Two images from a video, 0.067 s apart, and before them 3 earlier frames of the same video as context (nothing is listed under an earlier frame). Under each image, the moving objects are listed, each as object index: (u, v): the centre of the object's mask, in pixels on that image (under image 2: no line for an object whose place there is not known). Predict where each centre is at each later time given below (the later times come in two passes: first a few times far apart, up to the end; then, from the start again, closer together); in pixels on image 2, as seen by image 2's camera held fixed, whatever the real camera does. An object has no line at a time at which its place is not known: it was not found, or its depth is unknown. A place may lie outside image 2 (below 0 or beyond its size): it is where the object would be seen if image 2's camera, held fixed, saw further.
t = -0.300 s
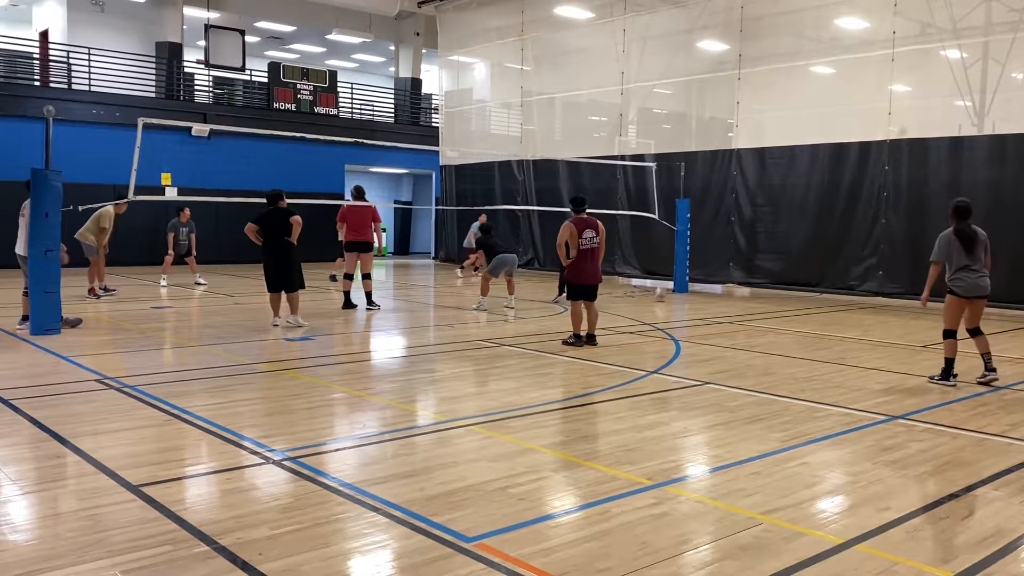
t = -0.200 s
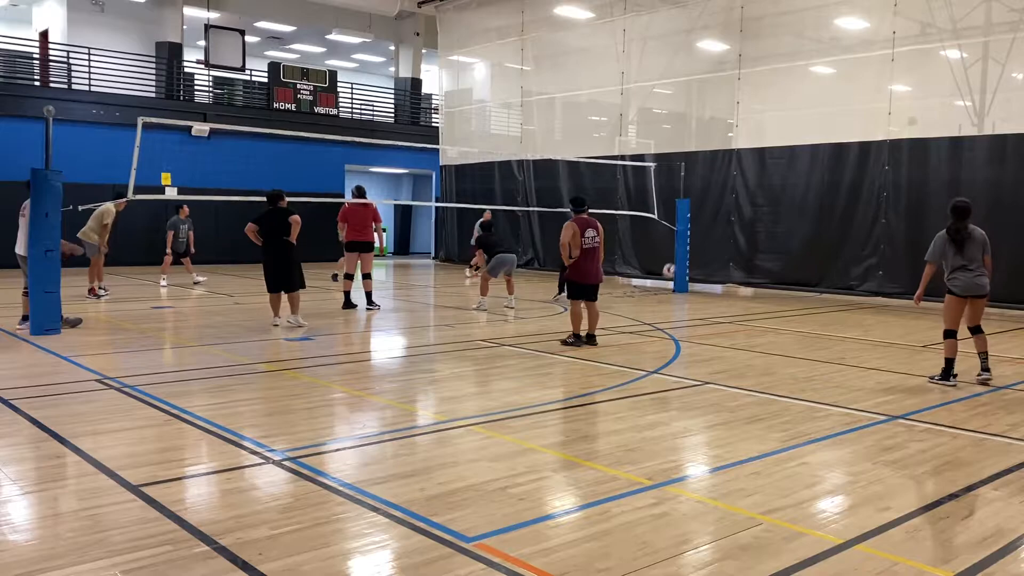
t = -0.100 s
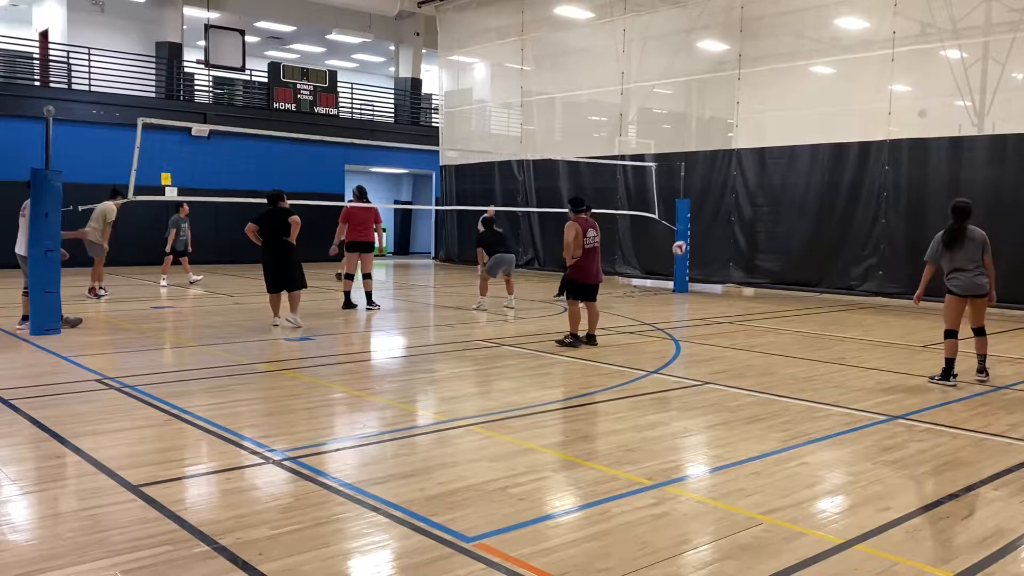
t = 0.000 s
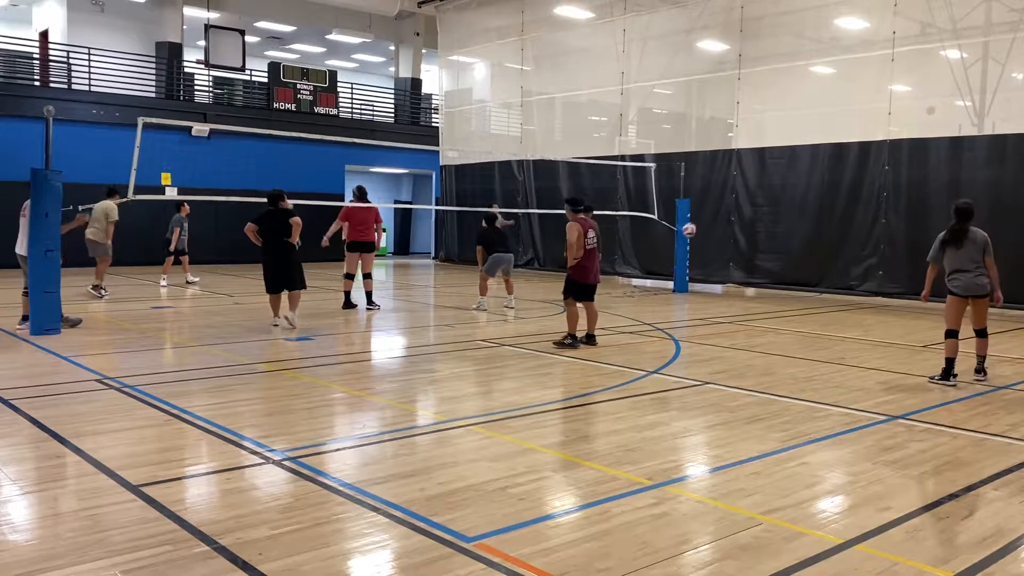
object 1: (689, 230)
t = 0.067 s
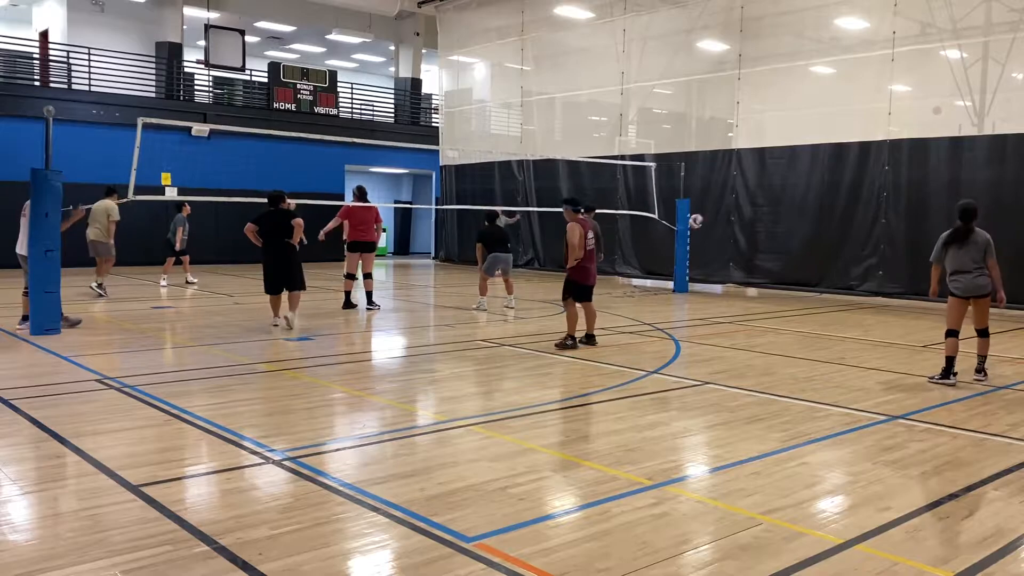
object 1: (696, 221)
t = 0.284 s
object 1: (718, 211)
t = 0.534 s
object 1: (743, 238)
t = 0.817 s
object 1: (771, 310)
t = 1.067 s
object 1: (800, 262)
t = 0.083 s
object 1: (698, 219)
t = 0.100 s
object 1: (699, 218)
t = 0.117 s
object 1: (701, 216)
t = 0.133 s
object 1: (702, 215)
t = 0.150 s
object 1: (704, 214)
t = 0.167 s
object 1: (706, 213)
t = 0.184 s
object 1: (708, 212)
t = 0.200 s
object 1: (709, 212)
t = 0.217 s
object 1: (711, 211)
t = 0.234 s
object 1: (713, 211)
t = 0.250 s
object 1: (714, 210)
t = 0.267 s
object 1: (716, 211)
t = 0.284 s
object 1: (718, 211)
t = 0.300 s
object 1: (719, 211)
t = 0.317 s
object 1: (721, 212)
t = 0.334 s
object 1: (723, 213)
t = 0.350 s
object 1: (724, 214)
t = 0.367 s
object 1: (726, 215)
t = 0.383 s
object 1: (728, 216)
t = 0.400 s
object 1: (730, 218)
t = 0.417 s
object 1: (731, 220)
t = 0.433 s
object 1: (733, 222)
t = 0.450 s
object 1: (735, 224)
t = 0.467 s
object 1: (736, 226)
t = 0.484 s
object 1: (738, 229)
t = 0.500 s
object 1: (740, 231)
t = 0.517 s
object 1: (741, 235)
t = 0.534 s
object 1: (743, 238)
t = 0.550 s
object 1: (745, 241)
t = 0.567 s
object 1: (746, 245)
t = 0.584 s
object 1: (748, 248)
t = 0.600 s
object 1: (750, 252)
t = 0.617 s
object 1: (751, 256)
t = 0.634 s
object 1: (753, 261)
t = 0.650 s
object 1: (755, 265)
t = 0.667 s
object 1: (756, 270)
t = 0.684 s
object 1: (758, 275)
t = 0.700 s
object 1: (759, 280)
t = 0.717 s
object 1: (761, 285)
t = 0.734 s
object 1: (763, 291)
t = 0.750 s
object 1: (764, 295)
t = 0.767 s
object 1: (765, 297)
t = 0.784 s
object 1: (767, 302)
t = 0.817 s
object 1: (771, 310)
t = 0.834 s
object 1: (773, 305)
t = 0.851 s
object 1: (775, 299)
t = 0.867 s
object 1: (778, 297)
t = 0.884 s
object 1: (779, 292)
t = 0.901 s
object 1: (781, 289)
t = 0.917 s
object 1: (783, 286)
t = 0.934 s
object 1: (785, 282)
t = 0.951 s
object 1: (786, 279)
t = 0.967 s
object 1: (788, 276)
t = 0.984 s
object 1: (790, 273)
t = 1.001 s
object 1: (793, 271)
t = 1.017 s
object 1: (795, 268)
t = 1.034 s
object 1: (797, 266)
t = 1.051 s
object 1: (798, 264)
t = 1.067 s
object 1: (800, 262)
